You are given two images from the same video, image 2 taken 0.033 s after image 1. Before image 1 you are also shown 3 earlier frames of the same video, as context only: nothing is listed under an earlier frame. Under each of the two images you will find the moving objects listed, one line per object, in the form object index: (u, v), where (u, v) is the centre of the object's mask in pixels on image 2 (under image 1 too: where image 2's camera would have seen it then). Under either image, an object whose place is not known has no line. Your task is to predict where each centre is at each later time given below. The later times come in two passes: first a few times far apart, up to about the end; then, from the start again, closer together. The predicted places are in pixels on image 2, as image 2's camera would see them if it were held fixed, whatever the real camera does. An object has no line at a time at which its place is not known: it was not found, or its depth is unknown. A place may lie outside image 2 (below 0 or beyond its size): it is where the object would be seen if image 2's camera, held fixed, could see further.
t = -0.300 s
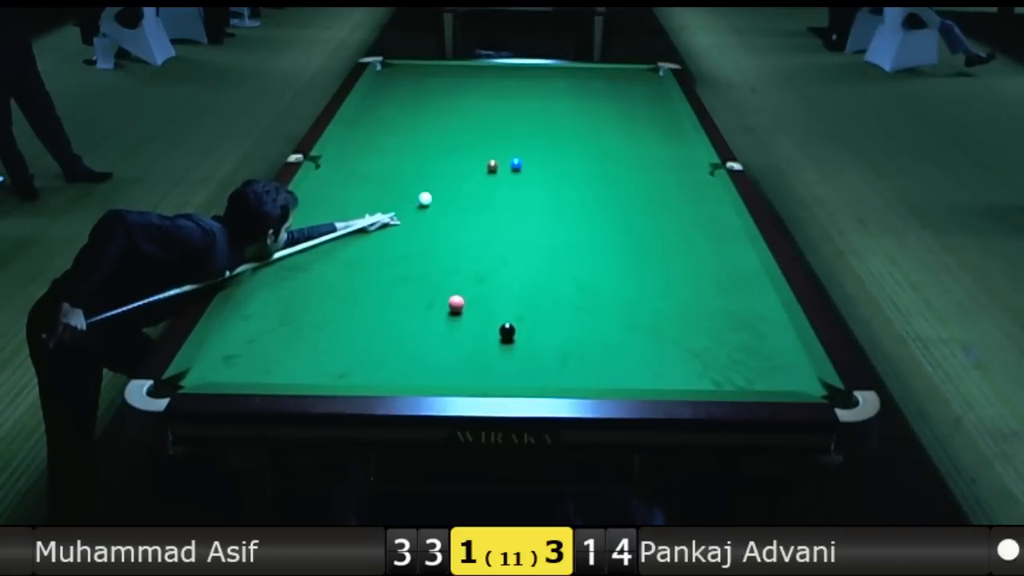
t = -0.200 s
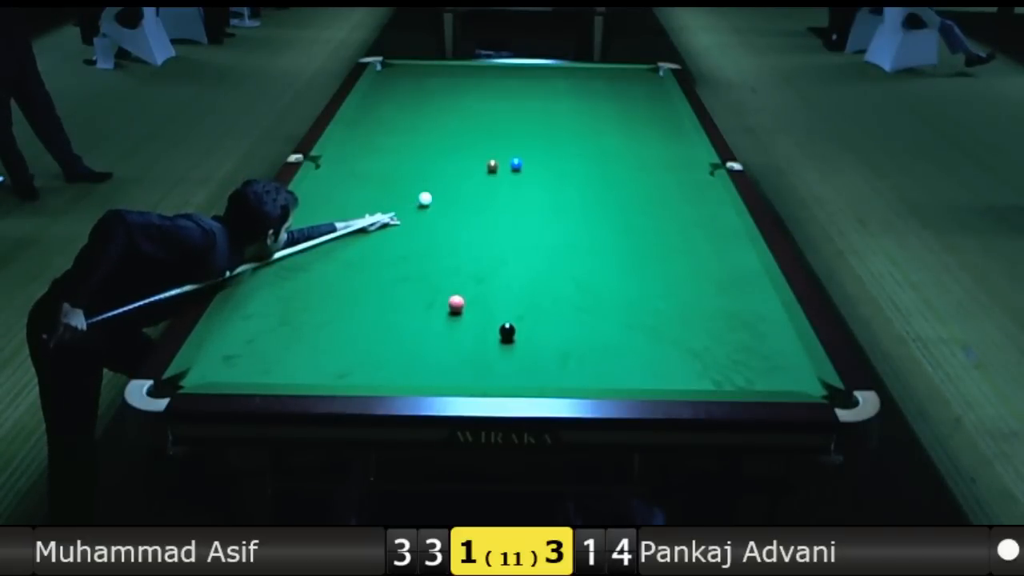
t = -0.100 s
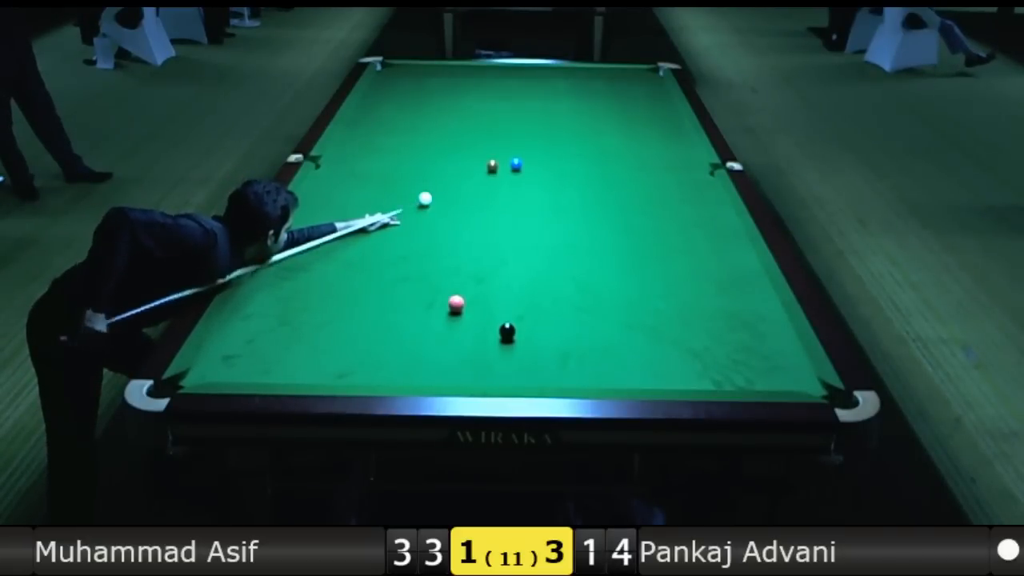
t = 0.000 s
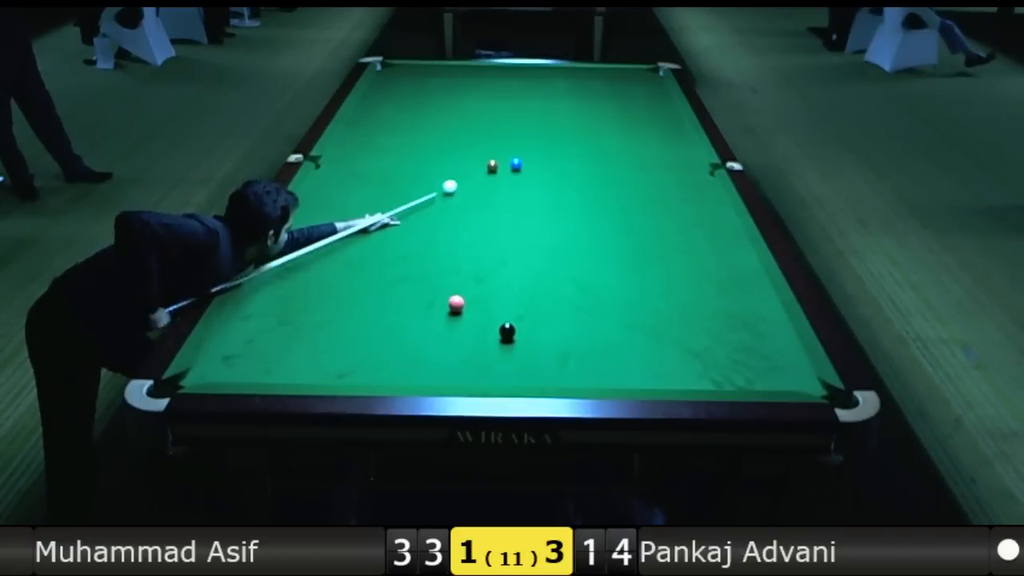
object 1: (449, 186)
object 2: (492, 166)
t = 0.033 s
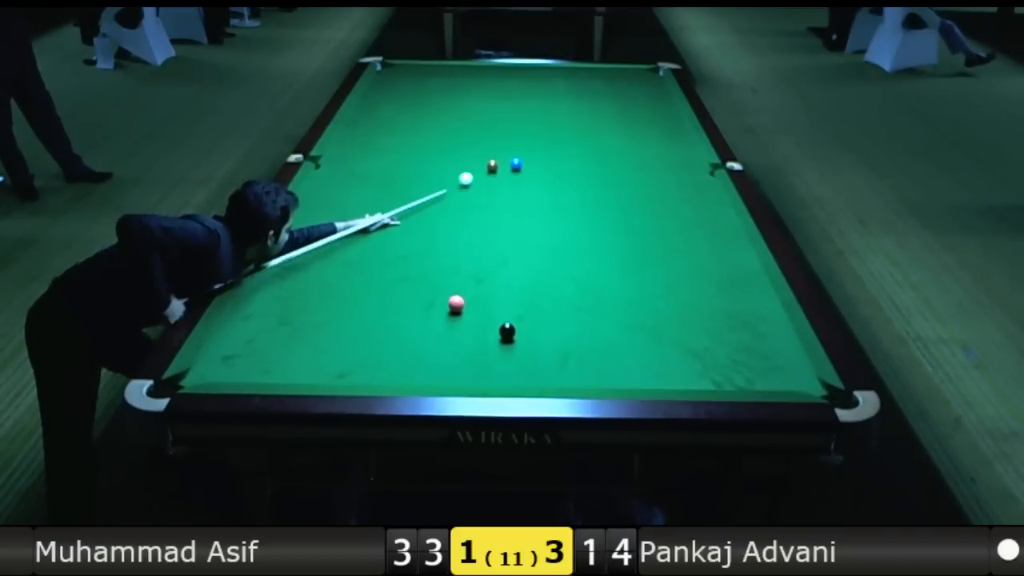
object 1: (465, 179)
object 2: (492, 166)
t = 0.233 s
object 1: (495, 168)
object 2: (537, 139)
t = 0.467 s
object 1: (507, 168)
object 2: (587, 110)
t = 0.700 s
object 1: (519, 168)
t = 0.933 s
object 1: (528, 168)
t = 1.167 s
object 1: (538, 167)
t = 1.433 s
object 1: (547, 167)
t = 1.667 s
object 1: (554, 167)
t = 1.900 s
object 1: (560, 166)
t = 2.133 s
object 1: (565, 166)
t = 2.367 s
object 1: (569, 166)
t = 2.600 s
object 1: (572, 166)
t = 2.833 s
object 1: (574, 165)
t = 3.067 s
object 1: (576, 165)
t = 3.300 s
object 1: (576, 165)
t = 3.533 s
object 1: (576, 165)
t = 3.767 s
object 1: (576, 165)
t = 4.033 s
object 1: (576, 165)
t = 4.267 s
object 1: (576, 165)
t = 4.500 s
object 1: (576, 165)
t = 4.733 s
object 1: (576, 165)
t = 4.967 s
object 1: (576, 165)
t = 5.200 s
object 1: (576, 165)
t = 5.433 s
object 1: (576, 165)
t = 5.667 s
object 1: (576, 165)
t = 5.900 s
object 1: (576, 165)
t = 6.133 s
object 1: (576, 165)
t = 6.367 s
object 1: (576, 165)
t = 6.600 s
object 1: (576, 165)
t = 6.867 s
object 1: (576, 165)
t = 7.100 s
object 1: (576, 165)
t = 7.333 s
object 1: (576, 165)
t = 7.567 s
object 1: (576, 165)
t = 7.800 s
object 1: (576, 165)
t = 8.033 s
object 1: (576, 165)
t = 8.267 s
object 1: (576, 165)
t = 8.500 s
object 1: (576, 165)
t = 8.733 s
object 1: (576, 165)
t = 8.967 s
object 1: (576, 165)
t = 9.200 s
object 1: (576, 165)
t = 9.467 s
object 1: (576, 165)
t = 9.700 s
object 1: (576, 165)
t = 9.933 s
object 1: (576, 165)
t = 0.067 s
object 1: (480, 171)
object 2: (492, 166)
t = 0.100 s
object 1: (487, 169)
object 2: (499, 162)
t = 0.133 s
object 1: (490, 169)
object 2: (509, 155)
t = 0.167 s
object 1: (491, 169)
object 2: (520, 150)
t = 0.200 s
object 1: (493, 168)
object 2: (529, 144)
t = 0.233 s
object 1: (495, 168)
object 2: (537, 139)
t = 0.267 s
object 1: (497, 168)
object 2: (546, 134)
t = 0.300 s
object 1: (499, 168)
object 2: (554, 130)
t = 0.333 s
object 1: (500, 168)
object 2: (561, 125)
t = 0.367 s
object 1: (502, 168)
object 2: (568, 121)
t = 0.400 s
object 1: (504, 168)
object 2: (575, 117)
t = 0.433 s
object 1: (505, 168)
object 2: (581, 114)
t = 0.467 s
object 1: (507, 168)
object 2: (587, 110)
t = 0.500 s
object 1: (509, 168)
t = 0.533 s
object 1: (510, 168)
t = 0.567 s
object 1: (512, 168)
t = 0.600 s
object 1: (514, 168)
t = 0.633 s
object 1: (515, 168)
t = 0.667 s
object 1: (517, 168)
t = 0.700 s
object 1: (519, 168)
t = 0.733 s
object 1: (520, 168)
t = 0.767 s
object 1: (522, 168)
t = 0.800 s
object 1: (523, 168)
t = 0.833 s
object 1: (525, 168)
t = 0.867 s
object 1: (526, 168)
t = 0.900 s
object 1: (527, 168)
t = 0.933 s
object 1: (528, 168)
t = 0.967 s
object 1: (530, 168)
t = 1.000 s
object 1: (531, 168)
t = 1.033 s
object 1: (533, 167)
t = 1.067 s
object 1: (534, 167)
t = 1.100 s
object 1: (535, 168)
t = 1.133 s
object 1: (537, 167)
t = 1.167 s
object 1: (538, 167)
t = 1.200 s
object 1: (539, 167)
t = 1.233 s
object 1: (540, 167)
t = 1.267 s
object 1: (541, 167)
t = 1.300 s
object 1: (543, 167)
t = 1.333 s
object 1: (544, 167)
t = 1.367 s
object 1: (545, 167)
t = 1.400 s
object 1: (546, 167)
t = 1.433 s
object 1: (547, 167)
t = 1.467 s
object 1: (548, 167)
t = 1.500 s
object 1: (549, 167)
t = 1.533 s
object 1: (550, 167)
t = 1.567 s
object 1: (551, 167)
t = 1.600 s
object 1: (552, 167)
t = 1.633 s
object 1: (553, 167)
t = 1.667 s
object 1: (554, 167)
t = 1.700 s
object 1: (555, 167)
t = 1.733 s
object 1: (556, 167)
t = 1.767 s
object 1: (557, 167)
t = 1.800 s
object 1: (558, 166)
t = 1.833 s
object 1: (558, 166)
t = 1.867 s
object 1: (559, 167)
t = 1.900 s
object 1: (560, 166)
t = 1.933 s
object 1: (561, 166)
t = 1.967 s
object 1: (562, 166)
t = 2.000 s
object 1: (562, 166)
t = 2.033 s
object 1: (563, 166)
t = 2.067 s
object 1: (564, 166)
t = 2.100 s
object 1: (564, 166)
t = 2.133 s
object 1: (565, 166)
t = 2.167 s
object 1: (566, 166)
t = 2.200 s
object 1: (566, 166)
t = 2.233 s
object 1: (567, 166)
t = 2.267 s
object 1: (567, 166)
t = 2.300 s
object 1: (568, 166)
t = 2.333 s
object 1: (569, 166)
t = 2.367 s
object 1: (569, 166)
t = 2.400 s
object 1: (570, 166)
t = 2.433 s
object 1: (570, 166)
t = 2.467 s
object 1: (571, 166)
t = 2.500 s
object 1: (571, 166)
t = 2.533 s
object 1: (571, 166)
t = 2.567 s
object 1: (572, 166)
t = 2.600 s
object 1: (572, 166)
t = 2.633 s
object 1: (573, 166)
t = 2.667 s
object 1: (573, 166)
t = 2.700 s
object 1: (573, 166)
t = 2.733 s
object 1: (574, 166)
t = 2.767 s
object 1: (574, 166)
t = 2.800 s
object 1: (574, 166)
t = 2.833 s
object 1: (574, 165)
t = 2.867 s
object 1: (575, 166)
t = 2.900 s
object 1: (576, 164)
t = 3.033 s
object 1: (575, 165)
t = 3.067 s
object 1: (576, 165)
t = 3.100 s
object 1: (576, 165)
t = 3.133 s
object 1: (576, 165)
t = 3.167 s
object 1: (576, 165)
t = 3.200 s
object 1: (576, 165)
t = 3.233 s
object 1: (576, 165)
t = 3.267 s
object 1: (576, 165)
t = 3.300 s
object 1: (576, 165)
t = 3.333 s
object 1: (576, 165)
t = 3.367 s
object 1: (576, 165)
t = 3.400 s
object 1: (576, 165)
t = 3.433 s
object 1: (576, 165)
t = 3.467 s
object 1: (576, 165)
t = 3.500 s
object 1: (576, 165)
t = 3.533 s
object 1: (576, 165)
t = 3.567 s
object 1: (576, 165)
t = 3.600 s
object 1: (576, 165)
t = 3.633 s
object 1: (576, 165)
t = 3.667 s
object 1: (576, 165)
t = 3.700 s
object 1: (576, 165)
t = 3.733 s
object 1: (576, 165)
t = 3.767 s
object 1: (576, 165)
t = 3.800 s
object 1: (576, 165)
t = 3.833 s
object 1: (576, 165)
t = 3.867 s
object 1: (576, 165)
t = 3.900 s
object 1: (576, 165)
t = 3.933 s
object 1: (576, 165)
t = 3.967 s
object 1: (576, 165)
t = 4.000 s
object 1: (576, 165)
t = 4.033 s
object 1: (576, 165)
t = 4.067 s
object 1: (576, 165)
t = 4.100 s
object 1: (576, 165)
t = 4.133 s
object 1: (576, 165)
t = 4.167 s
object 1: (576, 165)
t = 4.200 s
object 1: (576, 165)
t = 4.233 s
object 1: (576, 165)
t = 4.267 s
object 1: (576, 165)
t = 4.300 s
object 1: (576, 165)
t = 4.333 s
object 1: (576, 165)
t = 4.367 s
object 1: (576, 165)
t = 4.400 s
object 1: (576, 165)
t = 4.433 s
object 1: (576, 165)
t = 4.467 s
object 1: (576, 165)
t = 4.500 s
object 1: (576, 165)
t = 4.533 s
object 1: (576, 165)
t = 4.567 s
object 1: (576, 165)
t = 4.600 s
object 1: (576, 165)
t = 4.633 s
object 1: (576, 165)
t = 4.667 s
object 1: (576, 165)
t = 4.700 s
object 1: (576, 165)
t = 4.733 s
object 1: (576, 165)
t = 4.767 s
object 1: (576, 165)
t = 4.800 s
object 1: (576, 165)
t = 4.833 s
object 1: (576, 165)
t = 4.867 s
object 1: (576, 165)
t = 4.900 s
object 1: (576, 165)
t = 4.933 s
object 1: (576, 165)
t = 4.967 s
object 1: (576, 165)
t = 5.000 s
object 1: (576, 165)
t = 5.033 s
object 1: (576, 165)
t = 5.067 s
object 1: (576, 165)
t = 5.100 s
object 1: (576, 165)
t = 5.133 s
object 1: (576, 165)
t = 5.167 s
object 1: (576, 165)
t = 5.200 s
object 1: (576, 165)
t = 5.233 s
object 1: (576, 165)
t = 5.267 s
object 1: (576, 165)
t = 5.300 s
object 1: (576, 165)
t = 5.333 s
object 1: (576, 165)
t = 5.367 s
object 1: (576, 165)
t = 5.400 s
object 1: (576, 165)
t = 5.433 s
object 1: (576, 165)
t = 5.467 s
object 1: (576, 165)
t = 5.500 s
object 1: (576, 165)
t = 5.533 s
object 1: (576, 165)
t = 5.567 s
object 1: (576, 165)
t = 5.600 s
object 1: (576, 165)
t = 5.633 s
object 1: (576, 165)
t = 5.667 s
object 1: (576, 165)
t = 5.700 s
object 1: (576, 165)
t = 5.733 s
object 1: (576, 165)
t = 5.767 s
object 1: (576, 165)
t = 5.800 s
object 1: (576, 165)
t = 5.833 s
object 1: (576, 165)
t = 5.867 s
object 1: (576, 165)
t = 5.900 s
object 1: (576, 165)
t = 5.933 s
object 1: (576, 165)
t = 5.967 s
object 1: (576, 165)
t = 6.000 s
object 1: (576, 165)
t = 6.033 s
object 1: (576, 165)
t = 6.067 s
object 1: (576, 165)
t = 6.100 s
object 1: (576, 165)
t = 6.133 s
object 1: (576, 165)
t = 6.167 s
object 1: (576, 165)
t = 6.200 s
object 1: (576, 165)
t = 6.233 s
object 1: (576, 165)
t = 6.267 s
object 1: (576, 165)
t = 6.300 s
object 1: (576, 165)
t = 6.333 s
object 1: (576, 165)
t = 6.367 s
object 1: (576, 165)
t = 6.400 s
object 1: (576, 165)
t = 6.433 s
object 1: (576, 165)
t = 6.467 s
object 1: (576, 165)
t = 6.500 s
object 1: (576, 165)
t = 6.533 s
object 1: (576, 165)
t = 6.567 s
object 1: (576, 165)
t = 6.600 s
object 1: (576, 165)
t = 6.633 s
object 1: (576, 165)
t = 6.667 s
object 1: (576, 165)
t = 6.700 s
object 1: (576, 165)
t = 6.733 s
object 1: (576, 165)
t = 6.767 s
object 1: (576, 165)
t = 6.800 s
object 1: (576, 165)
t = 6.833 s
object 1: (576, 165)
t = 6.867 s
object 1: (576, 165)
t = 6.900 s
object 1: (576, 165)
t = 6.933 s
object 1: (576, 165)
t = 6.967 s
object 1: (576, 165)
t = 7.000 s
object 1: (576, 165)
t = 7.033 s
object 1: (576, 165)
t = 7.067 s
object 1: (576, 165)
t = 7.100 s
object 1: (576, 165)
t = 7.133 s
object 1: (576, 165)
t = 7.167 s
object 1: (576, 165)
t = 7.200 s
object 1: (576, 165)
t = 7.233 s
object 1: (576, 165)
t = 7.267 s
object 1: (576, 165)
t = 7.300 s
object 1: (576, 165)
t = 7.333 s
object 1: (576, 165)
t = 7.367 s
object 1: (576, 165)
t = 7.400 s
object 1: (576, 165)
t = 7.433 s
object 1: (576, 165)
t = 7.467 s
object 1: (576, 165)
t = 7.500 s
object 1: (576, 165)
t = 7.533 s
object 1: (576, 165)
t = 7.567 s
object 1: (576, 165)
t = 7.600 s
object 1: (576, 165)
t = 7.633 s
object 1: (576, 165)
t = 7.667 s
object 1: (576, 165)
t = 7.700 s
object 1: (576, 165)
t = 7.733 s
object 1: (576, 165)
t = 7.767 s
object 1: (576, 165)
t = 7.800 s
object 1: (576, 165)
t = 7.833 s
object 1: (576, 165)
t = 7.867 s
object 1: (576, 165)
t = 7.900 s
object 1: (576, 165)
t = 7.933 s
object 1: (576, 165)
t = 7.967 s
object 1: (576, 165)
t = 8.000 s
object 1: (576, 165)
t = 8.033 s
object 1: (576, 165)
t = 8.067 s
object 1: (576, 165)
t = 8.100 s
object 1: (576, 165)
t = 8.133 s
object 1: (576, 165)
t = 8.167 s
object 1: (576, 165)
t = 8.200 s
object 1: (576, 165)
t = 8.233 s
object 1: (576, 165)
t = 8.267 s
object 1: (576, 165)
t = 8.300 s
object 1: (576, 165)
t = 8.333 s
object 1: (576, 165)
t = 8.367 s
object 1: (576, 165)
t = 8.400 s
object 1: (576, 165)
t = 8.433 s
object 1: (576, 165)
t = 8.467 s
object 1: (576, 165)
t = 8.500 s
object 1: (576, 165)
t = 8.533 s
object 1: (576, 165)
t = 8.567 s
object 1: (576, 165)
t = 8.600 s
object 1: (576, 165)
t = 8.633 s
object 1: (576, 165)
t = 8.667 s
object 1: (576, 165)
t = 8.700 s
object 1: (576, 165)
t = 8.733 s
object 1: (576, 165)
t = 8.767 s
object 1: (576, 165)
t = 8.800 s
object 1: (576, 165)
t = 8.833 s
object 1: (576, 165)
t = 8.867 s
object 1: (576, 165)
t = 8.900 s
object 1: (576, 165)
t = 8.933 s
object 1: (576, 165)
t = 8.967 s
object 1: (576, 165)
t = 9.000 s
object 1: (576, 165)
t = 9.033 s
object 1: (576, 165)
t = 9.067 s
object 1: (576, 165)
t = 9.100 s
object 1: (576, 165)
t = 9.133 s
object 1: (576, 165)
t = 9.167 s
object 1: (576, 165)
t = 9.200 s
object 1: (576, 165)
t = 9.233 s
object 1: (576, 165)
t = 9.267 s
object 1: (576, 165)
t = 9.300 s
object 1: (576, 165)
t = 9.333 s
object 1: (576, 165)
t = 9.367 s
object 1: (576, 165)
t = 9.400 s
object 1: (576, 165)
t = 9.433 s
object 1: (576, 165)
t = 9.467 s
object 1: (576, 165)
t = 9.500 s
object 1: (576, 165)
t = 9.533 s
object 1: (576, 165)
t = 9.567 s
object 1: (576, 165)
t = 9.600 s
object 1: (576, 165)
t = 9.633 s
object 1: (576, 165)
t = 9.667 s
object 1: (576, 165)
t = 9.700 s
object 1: (576, 165)
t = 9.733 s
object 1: (576, 165)
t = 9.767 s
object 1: (576, 165)
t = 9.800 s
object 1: (576, 165)
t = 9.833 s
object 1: (576, 165)
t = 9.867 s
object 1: (576, 165)
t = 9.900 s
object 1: (576, 165)
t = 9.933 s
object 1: (576, 165)
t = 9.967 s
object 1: (576, 165)
